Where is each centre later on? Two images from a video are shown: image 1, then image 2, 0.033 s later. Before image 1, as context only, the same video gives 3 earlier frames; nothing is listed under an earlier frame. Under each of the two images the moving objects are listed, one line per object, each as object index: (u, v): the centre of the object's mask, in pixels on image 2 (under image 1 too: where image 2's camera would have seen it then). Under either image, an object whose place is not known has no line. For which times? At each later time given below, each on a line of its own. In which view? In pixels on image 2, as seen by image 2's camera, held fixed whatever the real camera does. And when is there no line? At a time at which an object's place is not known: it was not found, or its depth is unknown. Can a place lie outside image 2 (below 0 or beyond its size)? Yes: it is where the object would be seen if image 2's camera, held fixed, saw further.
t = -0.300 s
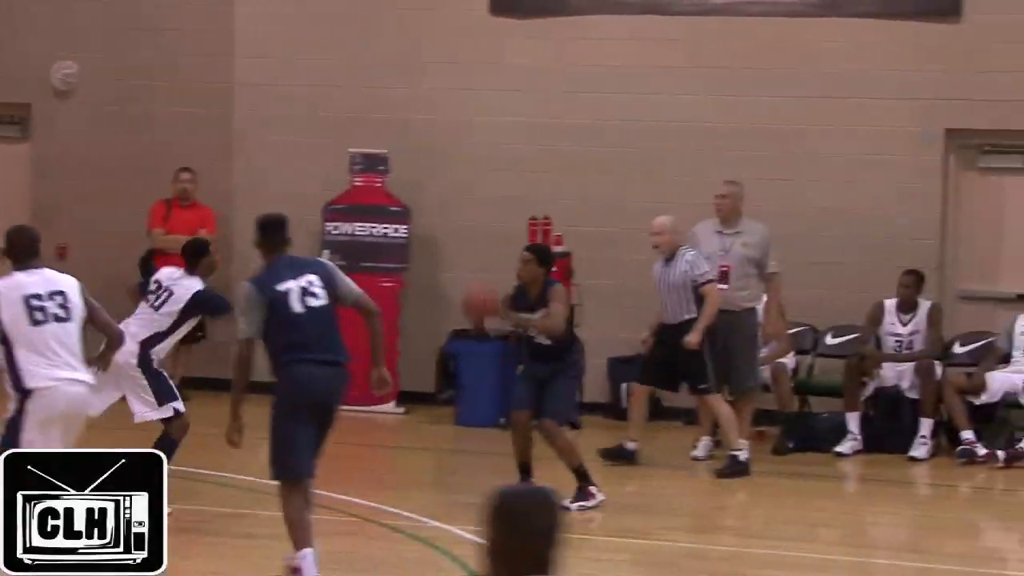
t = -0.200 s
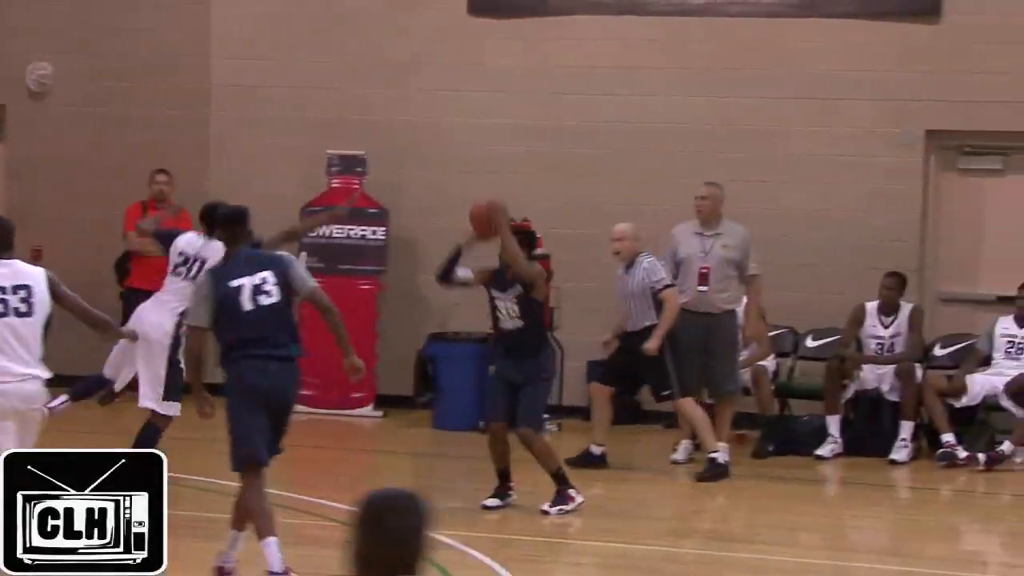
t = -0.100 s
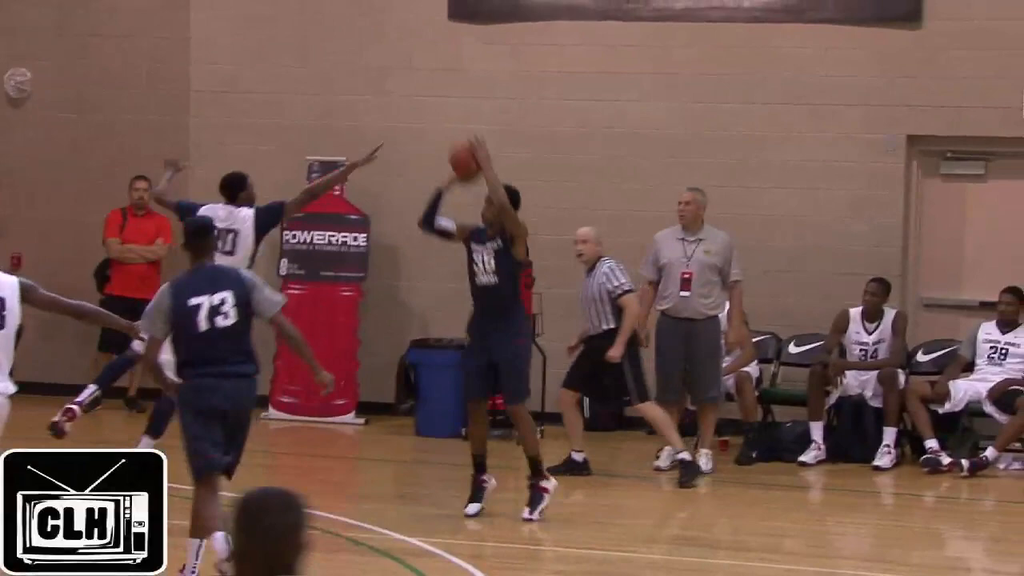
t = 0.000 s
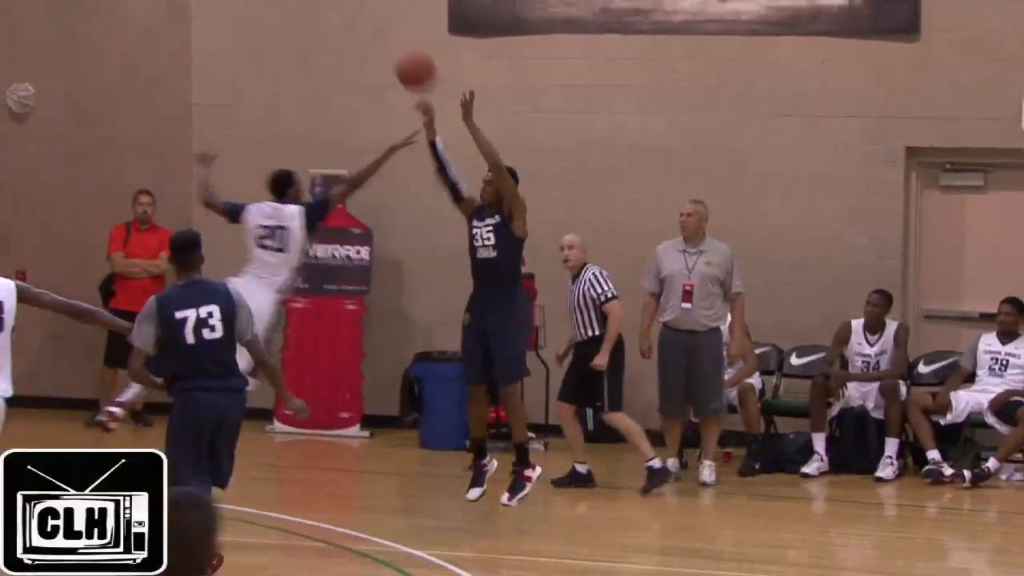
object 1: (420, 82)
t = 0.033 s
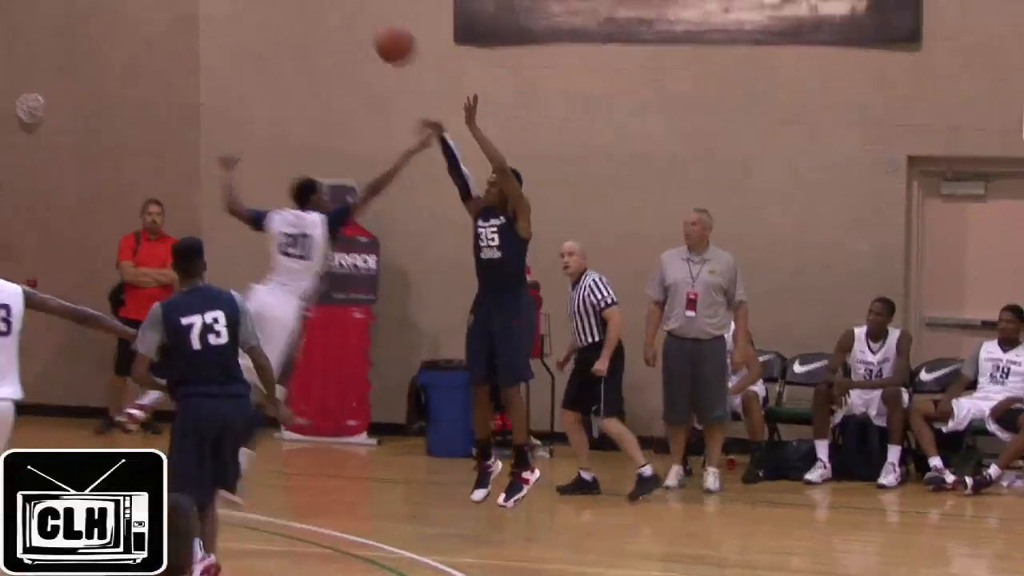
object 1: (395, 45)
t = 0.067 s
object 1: (369, 9)
